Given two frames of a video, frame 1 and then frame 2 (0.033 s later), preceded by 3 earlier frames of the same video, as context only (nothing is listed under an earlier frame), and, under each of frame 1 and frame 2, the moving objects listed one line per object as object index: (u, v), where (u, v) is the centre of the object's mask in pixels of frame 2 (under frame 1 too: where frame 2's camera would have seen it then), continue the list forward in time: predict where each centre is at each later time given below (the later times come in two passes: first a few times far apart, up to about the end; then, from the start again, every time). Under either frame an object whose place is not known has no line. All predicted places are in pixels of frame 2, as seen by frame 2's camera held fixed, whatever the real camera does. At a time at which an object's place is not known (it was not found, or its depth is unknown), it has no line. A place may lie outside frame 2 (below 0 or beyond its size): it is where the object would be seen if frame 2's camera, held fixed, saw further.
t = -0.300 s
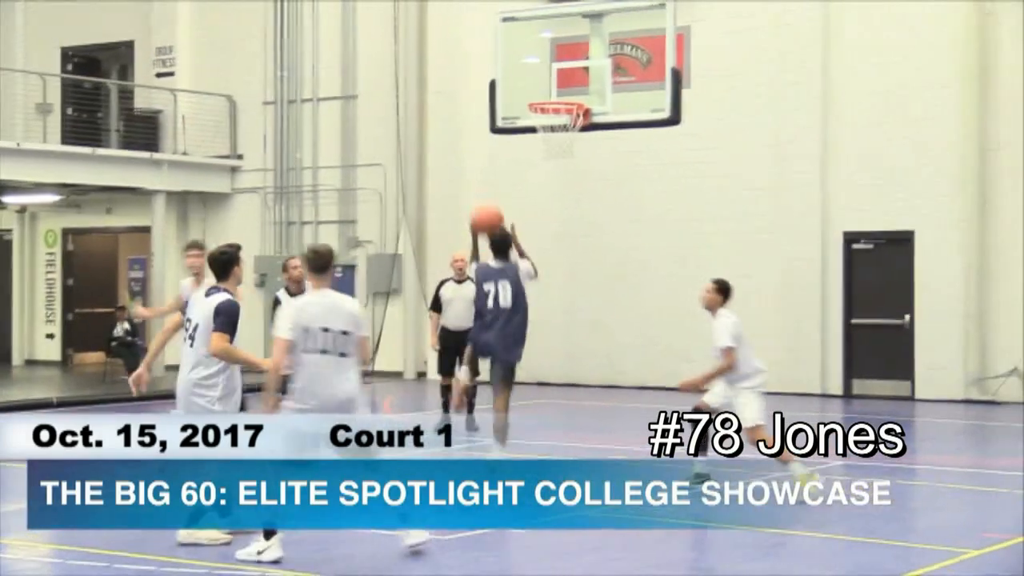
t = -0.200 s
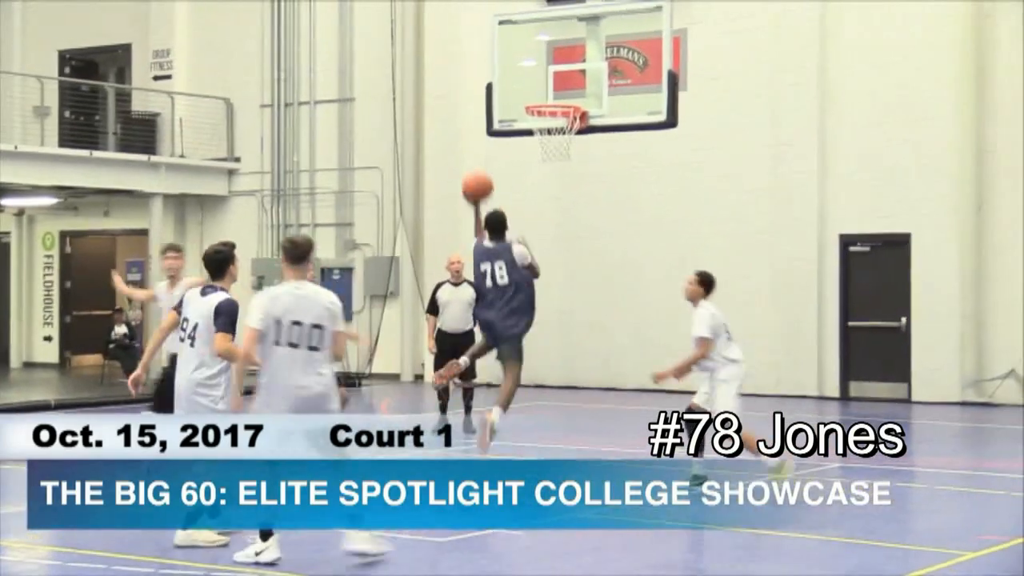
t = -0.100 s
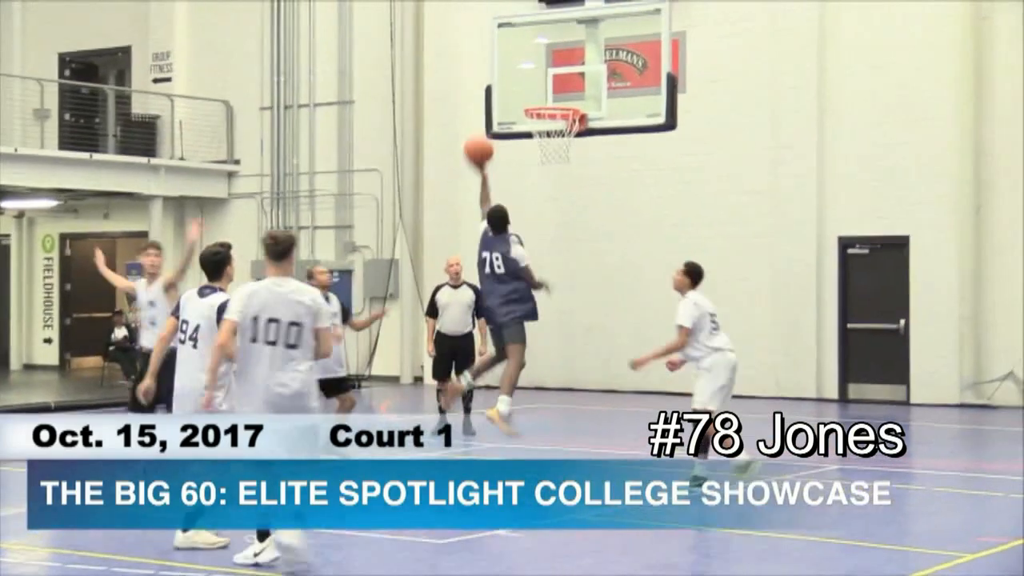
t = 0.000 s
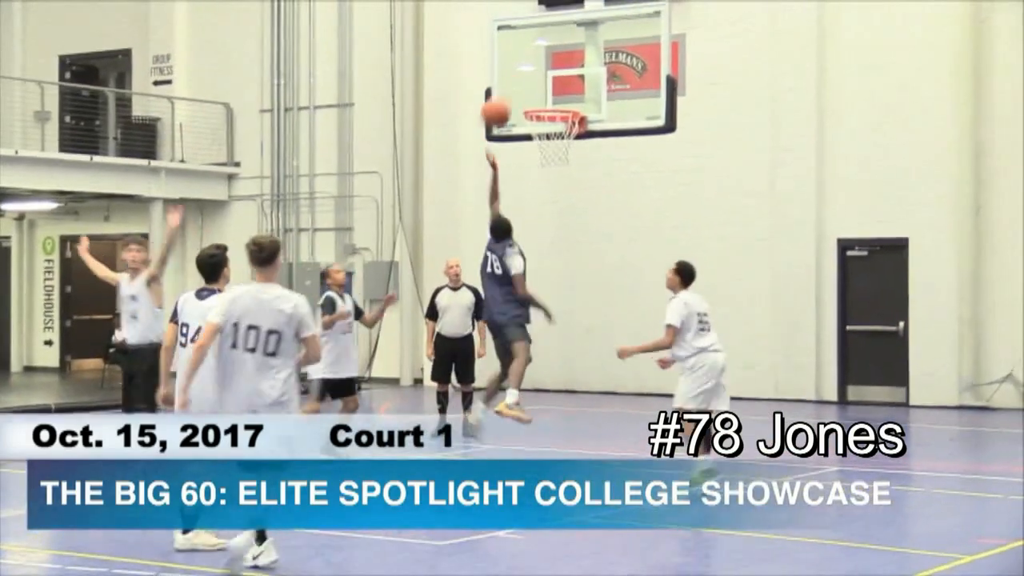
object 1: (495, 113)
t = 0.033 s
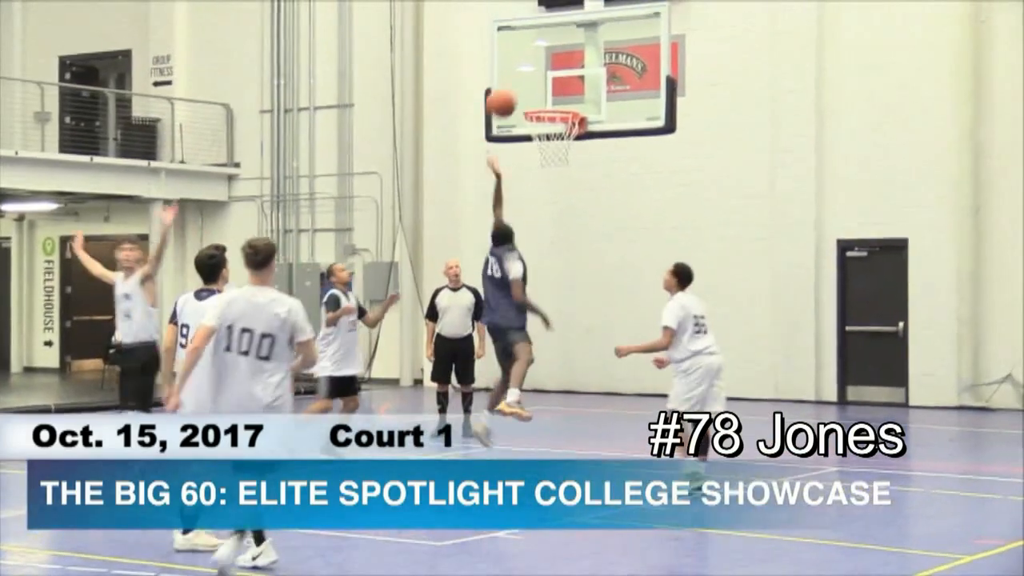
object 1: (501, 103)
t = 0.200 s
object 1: (530, 72)
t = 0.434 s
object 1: (570, 86)
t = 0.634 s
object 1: (600, 144)
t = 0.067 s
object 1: (508, 93)
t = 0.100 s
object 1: (513, 86)
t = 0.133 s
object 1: (518, 81)
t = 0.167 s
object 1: (524, 75)
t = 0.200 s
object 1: (530, 72)
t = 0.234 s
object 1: (536, 70)
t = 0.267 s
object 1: (541, 69)
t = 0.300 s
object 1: (547, 70)
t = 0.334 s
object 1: (553, 71)
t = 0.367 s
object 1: (558, 74)
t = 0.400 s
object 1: (564, 79)
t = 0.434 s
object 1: (570, 86)
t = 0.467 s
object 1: (574, 90)
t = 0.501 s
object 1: (579, 97)
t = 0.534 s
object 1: (584, 108)
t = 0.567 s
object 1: (590, 120)
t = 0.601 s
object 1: (596, 130)
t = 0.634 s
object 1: (600, 144)
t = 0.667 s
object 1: (606, 157)
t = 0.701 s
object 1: (610, 172)
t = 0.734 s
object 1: (614, 188)
